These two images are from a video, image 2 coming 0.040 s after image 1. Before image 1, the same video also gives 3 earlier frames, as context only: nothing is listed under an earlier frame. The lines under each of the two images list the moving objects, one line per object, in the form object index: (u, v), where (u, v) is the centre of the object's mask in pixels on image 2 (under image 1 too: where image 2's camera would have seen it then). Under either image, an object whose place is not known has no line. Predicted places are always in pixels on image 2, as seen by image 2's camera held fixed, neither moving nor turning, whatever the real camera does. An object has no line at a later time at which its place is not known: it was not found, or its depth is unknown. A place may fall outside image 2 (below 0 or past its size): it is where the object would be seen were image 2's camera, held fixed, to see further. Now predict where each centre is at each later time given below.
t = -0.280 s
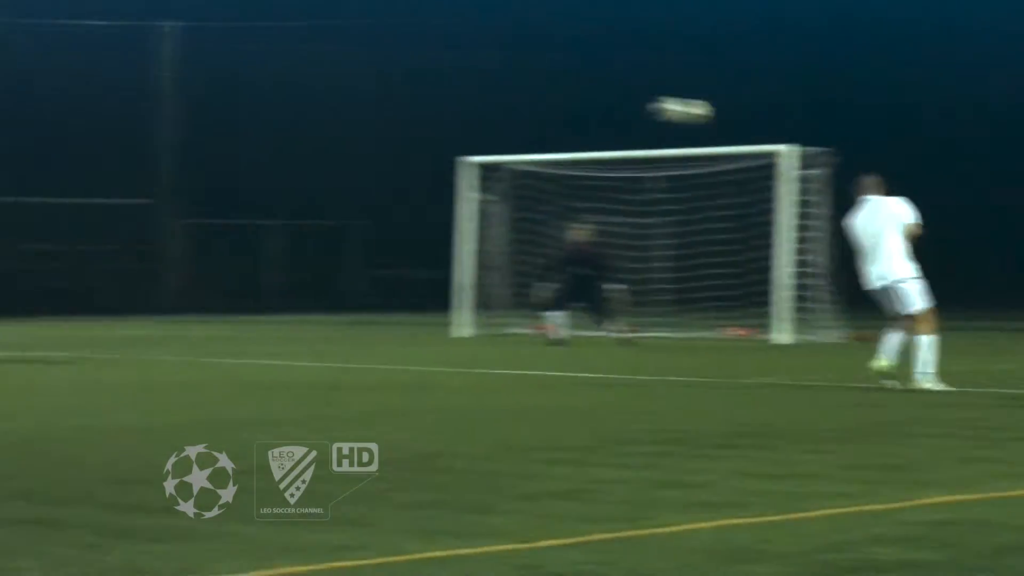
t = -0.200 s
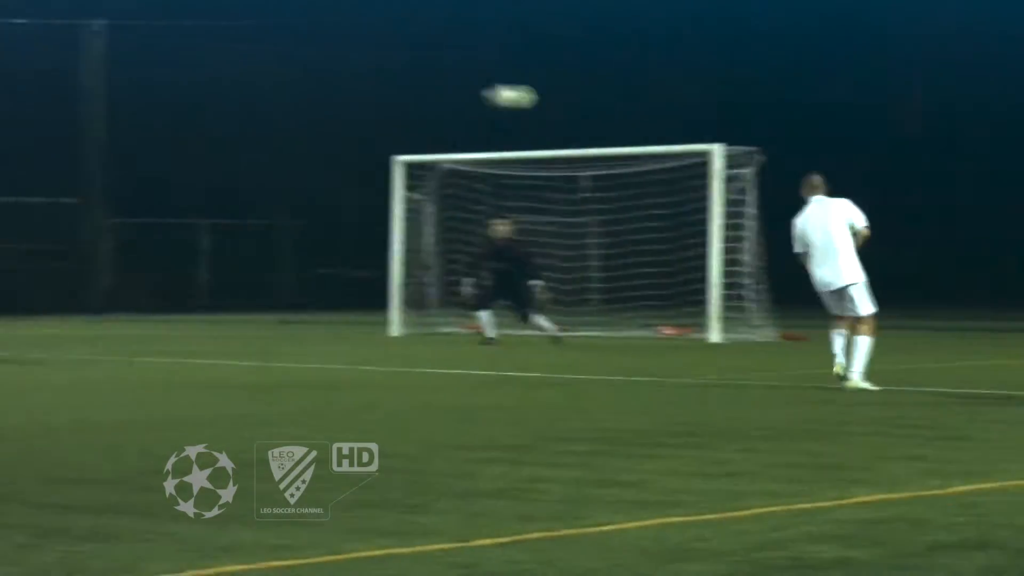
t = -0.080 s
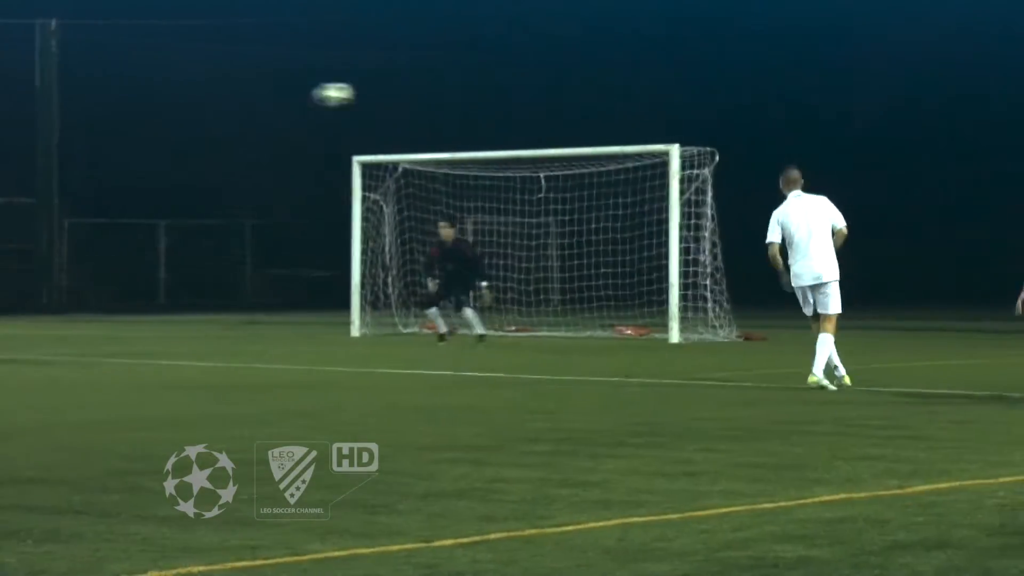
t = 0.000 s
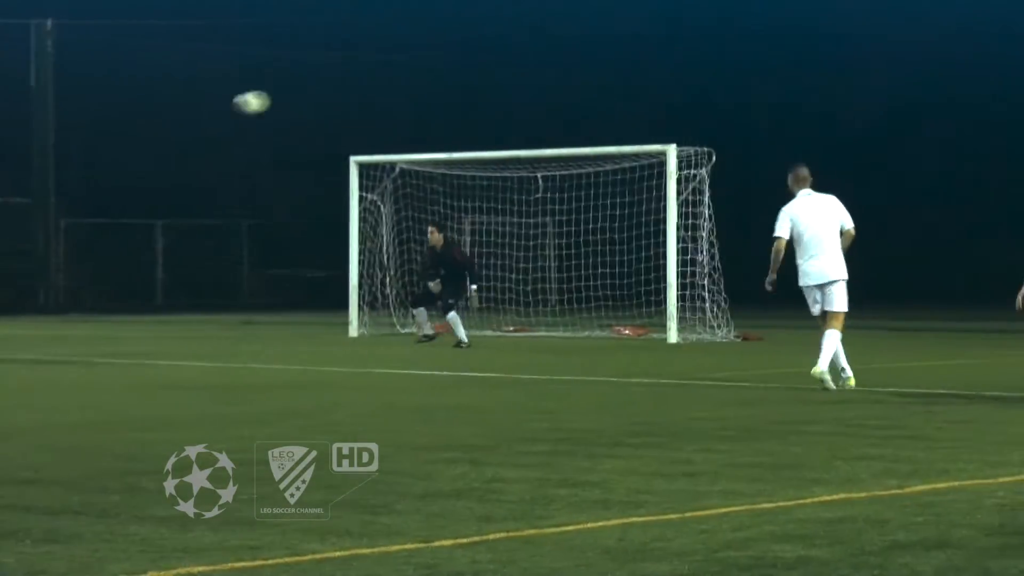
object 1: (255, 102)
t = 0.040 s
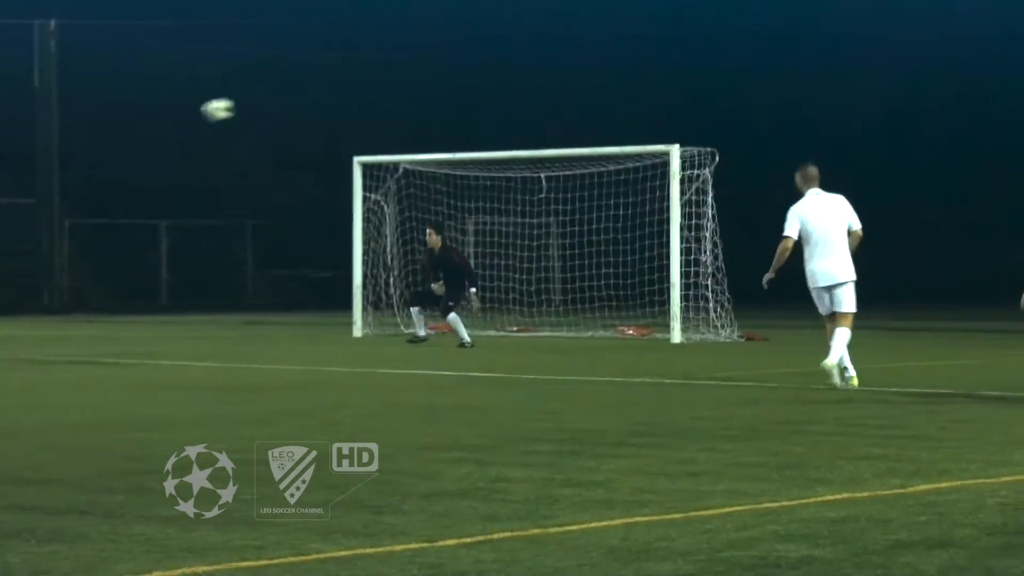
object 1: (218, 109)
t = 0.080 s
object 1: (183, 118)
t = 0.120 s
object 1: (150, 128)
